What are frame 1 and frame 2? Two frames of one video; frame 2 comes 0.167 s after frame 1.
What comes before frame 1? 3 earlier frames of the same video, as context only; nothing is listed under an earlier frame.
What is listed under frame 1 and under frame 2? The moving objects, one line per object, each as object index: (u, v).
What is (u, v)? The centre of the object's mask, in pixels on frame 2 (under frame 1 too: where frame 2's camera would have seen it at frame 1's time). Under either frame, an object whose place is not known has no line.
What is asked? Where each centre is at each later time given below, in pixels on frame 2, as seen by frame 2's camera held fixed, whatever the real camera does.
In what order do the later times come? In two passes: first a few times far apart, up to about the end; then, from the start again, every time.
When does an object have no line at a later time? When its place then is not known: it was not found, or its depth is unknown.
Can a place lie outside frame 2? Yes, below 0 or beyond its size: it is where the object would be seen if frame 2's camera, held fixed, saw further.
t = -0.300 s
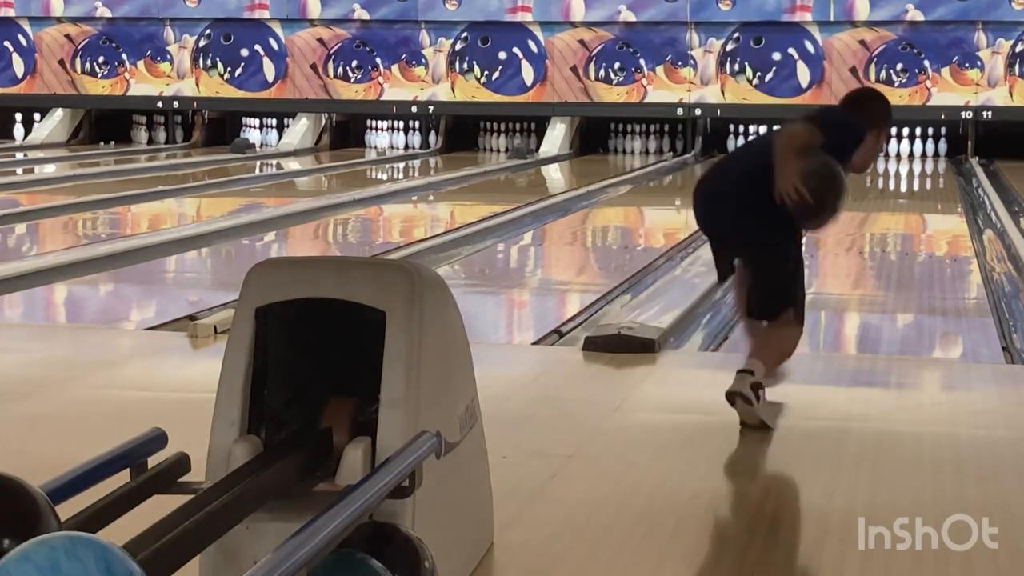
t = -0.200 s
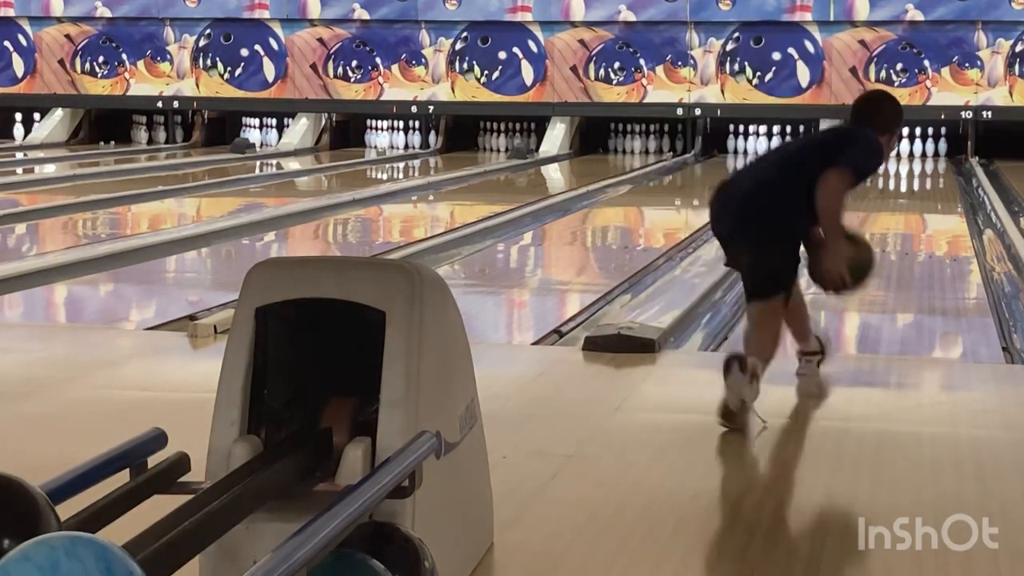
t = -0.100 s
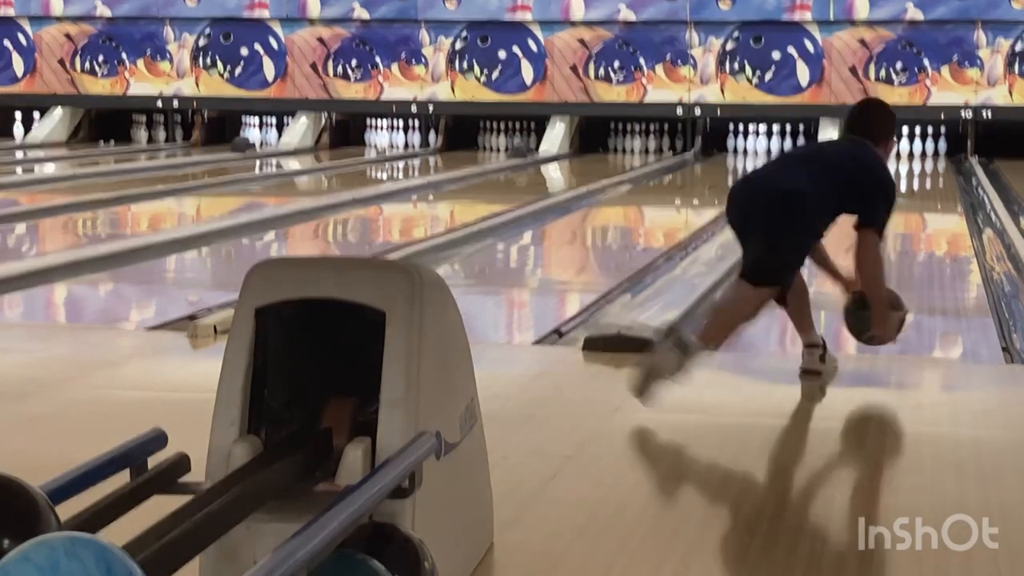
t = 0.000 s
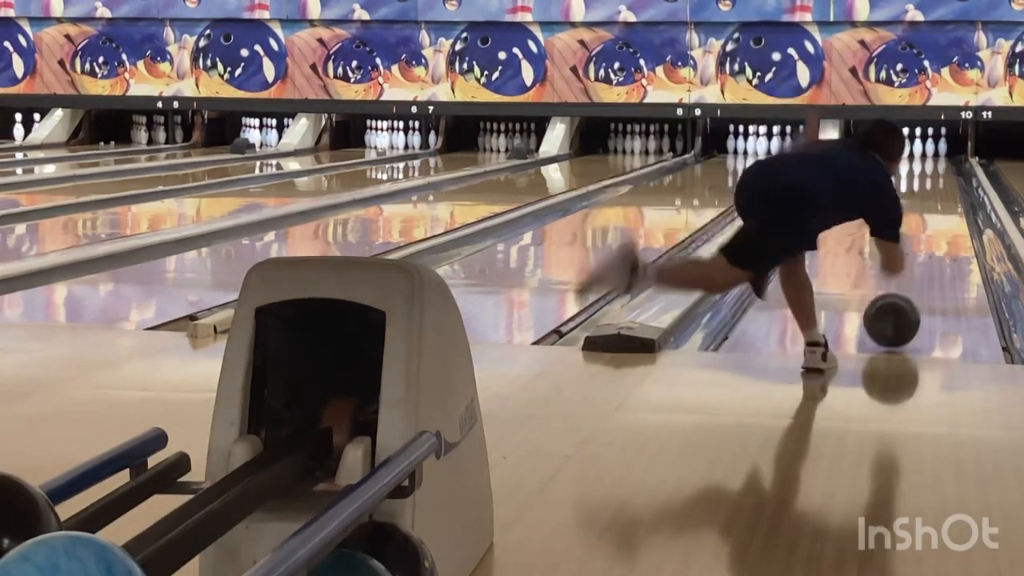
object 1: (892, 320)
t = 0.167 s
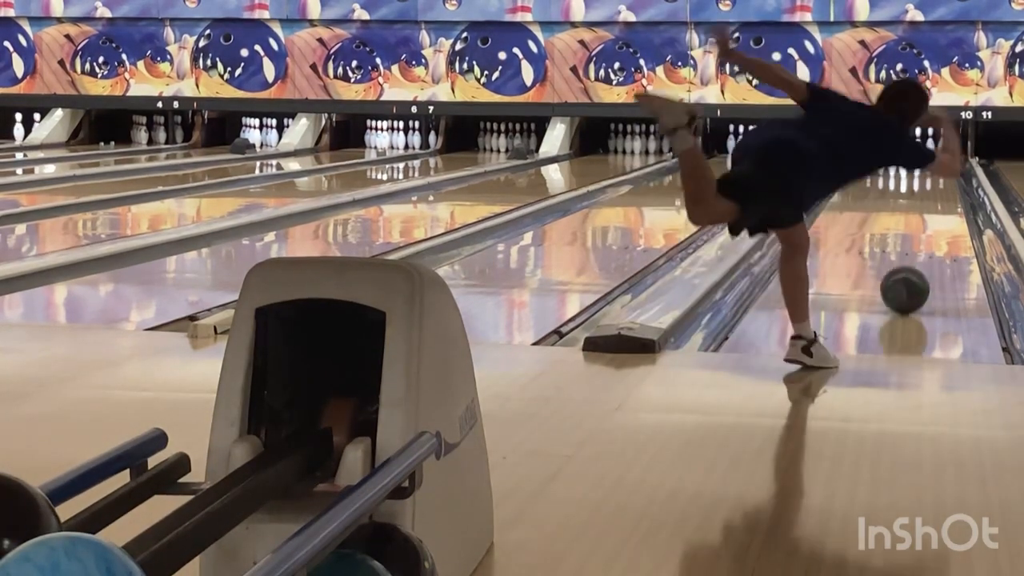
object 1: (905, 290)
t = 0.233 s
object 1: (909, 279)
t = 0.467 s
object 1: (920, 249)
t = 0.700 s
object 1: (928, 226)
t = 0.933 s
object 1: (934, 208)
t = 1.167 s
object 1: (938, 193)
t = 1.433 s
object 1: (939, 182)
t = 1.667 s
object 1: (939, 173)
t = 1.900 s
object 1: (937, 166)
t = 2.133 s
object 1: (932, 159)
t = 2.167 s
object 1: (932, 158)
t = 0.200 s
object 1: (907, 284)
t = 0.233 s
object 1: (909, 279)
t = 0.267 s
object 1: (910, 274)
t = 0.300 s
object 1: (912, 269)
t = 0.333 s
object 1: (914, 265)
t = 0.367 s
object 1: (916, 261)
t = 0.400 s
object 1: (917, 257)
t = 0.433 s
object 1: (919, 252)
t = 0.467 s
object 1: (920, 249)
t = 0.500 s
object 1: (921, 245)
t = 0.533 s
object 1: (923, 241)
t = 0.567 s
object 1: (924, 238)
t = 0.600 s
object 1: (925, 235)
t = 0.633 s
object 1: (926, 232)
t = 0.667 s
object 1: (927, 229)
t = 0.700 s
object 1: (928, 226)
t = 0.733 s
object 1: (929, 223)
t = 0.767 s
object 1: (930, 220)
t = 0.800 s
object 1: (931, 218)
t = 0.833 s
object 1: (932, 215)
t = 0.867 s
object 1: (932, 212)
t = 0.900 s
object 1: (933, 211)
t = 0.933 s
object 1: (934, 208)
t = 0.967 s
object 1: (934, 206)
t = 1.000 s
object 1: (935, 204)
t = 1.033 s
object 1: (936, 202)
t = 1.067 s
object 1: (936, 199)
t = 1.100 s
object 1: (937, 197)
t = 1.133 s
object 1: (937, 196)
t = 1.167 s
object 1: (938, 193)
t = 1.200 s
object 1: (938, 192)
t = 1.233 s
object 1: (938, 190)
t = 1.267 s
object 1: (938, 189)
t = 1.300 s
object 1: (939, 187)
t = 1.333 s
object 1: (939, 185)
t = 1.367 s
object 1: (939, 184)
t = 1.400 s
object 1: (939, 183)
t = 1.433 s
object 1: (939, 182)
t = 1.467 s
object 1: (939, 181)
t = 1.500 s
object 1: (940, 179)
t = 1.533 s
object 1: (939, 178)
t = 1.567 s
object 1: (939, 177)
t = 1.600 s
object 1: (939, 175)
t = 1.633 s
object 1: (939, 175)
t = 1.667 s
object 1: (939, 173)
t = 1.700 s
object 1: (939, 172)
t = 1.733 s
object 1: (939, 170)
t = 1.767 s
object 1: (939, 169)
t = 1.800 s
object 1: (938, 168)
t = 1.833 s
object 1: (938, 167)
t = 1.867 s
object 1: (938, 167)
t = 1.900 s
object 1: (937, 166)
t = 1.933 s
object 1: (937, 164)
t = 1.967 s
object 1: (936, 164)
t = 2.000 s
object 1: (936, 163)
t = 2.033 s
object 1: (935, 162)
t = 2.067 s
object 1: (934, 161)
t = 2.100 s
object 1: (934, 160)
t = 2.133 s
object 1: (932, 159)
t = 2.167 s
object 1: (932, 158)
